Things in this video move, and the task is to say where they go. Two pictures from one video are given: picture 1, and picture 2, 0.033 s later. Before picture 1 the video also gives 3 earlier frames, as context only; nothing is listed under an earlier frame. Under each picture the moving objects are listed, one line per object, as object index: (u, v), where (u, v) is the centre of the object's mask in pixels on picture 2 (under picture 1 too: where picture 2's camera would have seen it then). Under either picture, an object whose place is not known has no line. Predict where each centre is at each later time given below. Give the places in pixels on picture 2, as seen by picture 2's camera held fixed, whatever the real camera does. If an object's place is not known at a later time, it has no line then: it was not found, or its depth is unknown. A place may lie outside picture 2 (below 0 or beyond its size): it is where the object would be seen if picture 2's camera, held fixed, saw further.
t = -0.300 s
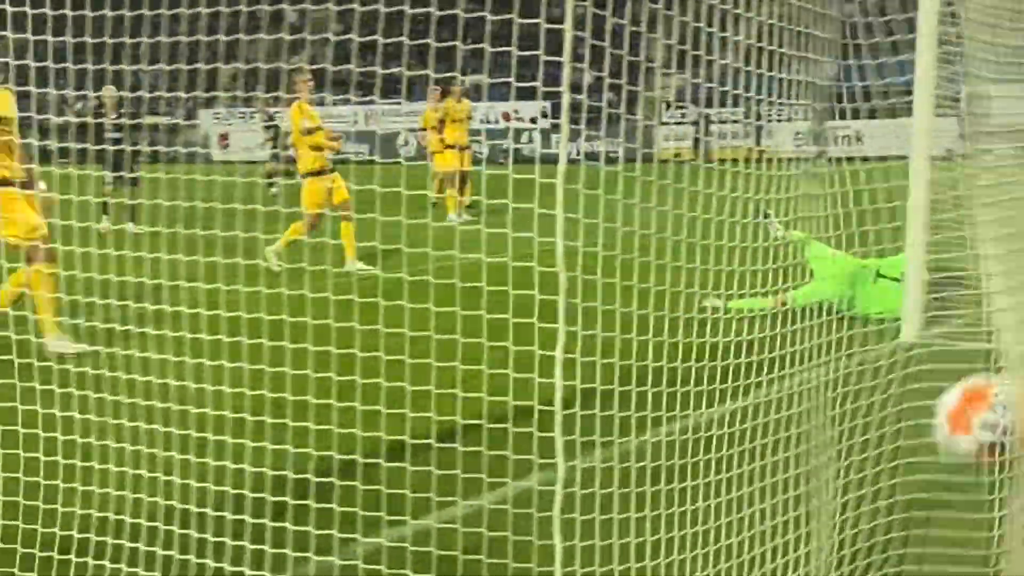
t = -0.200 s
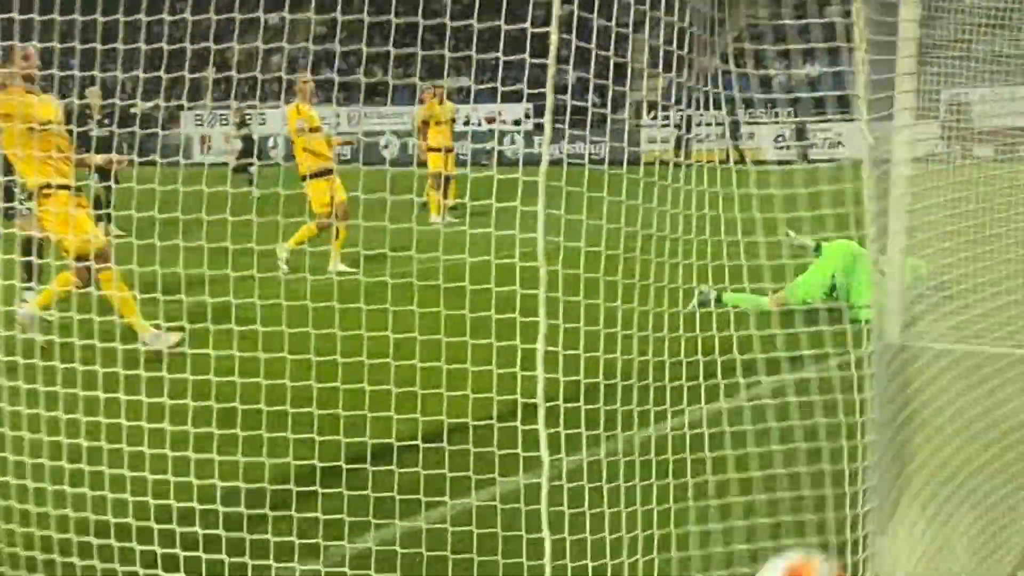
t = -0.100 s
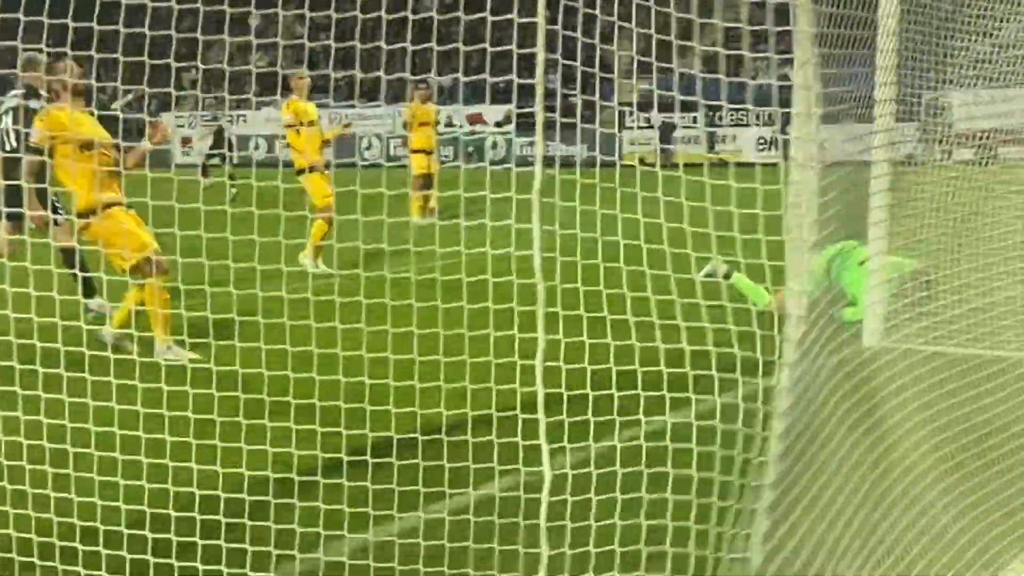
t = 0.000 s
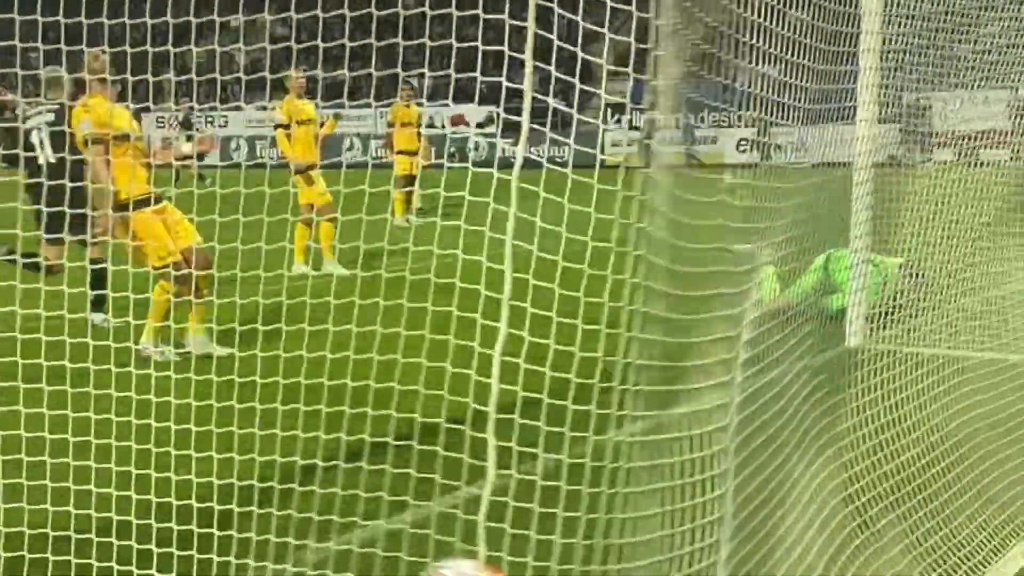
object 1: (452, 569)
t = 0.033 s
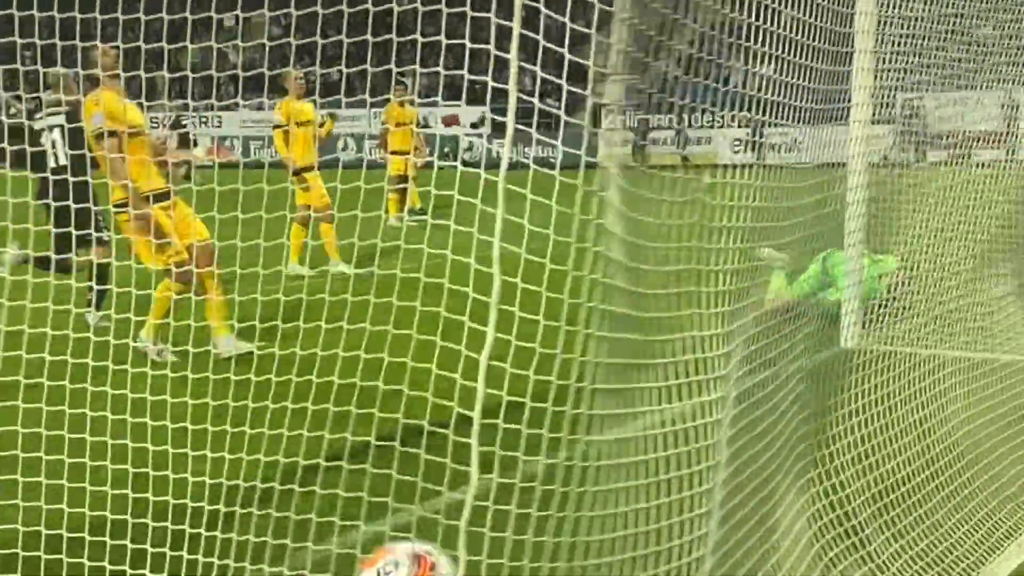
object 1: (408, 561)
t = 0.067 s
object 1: (358, 555)
